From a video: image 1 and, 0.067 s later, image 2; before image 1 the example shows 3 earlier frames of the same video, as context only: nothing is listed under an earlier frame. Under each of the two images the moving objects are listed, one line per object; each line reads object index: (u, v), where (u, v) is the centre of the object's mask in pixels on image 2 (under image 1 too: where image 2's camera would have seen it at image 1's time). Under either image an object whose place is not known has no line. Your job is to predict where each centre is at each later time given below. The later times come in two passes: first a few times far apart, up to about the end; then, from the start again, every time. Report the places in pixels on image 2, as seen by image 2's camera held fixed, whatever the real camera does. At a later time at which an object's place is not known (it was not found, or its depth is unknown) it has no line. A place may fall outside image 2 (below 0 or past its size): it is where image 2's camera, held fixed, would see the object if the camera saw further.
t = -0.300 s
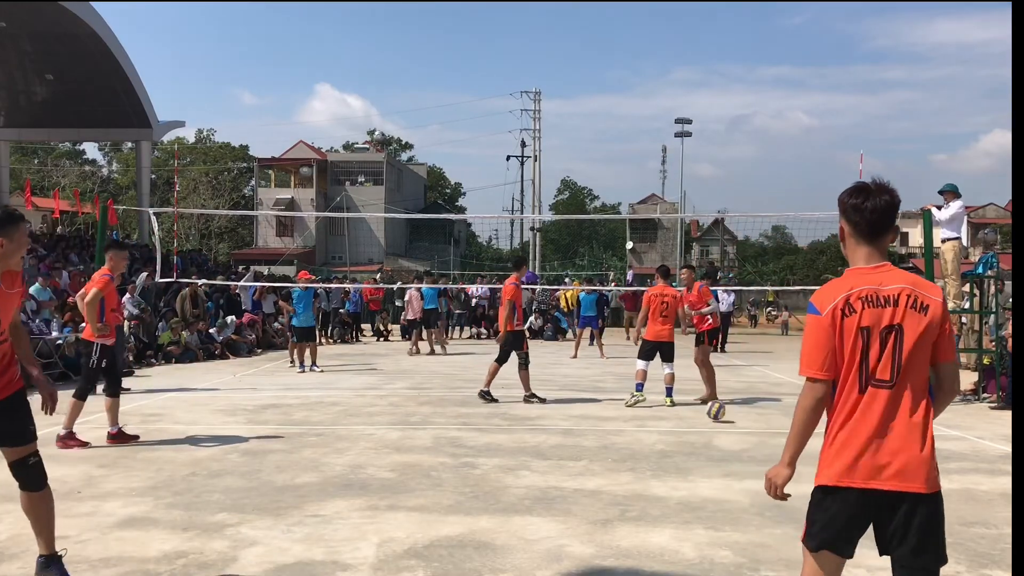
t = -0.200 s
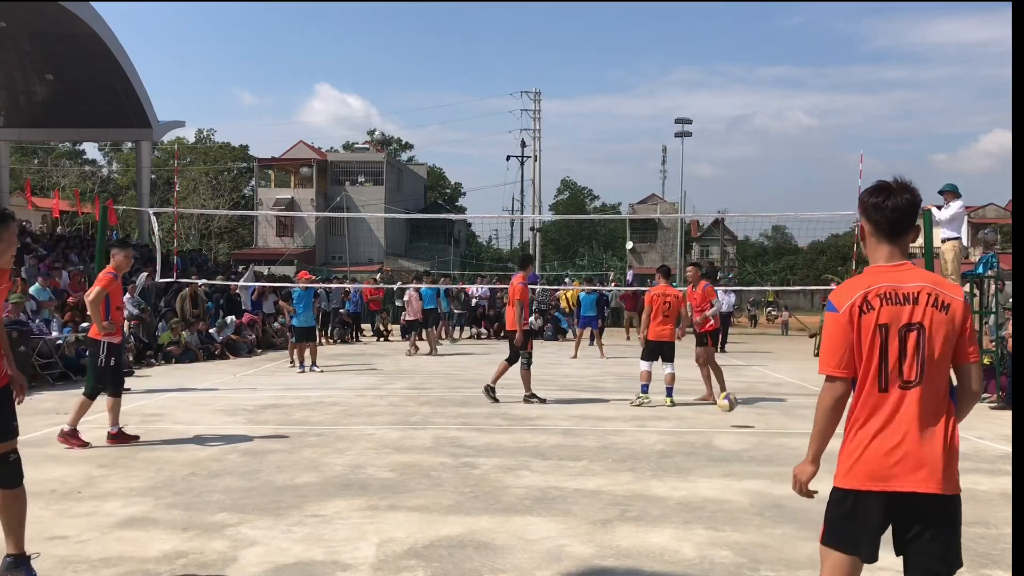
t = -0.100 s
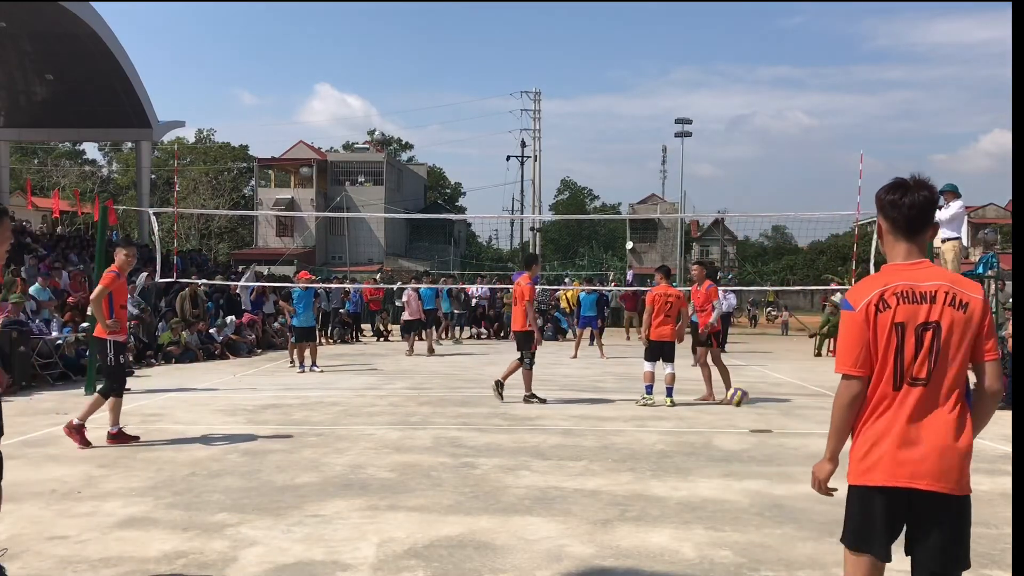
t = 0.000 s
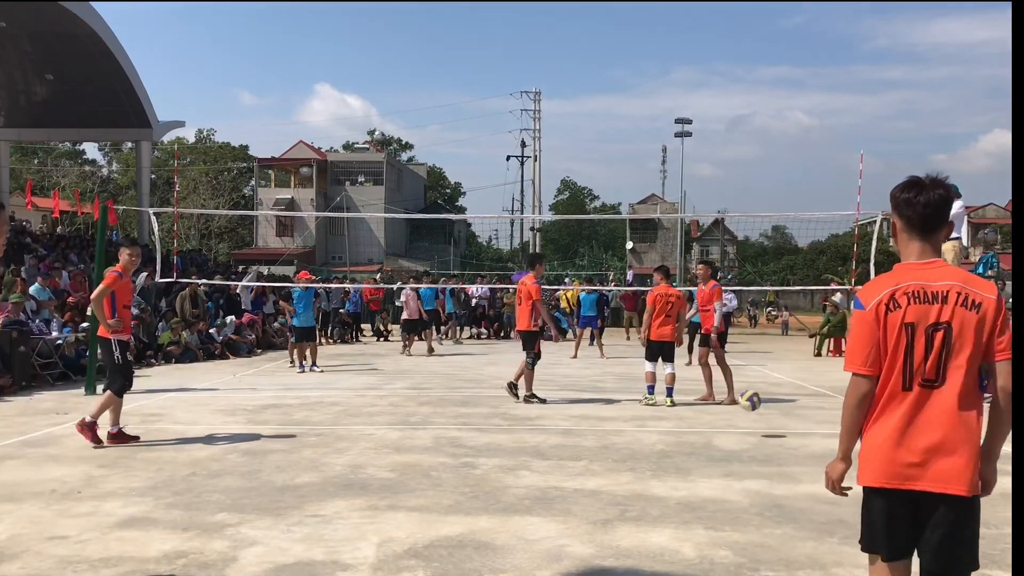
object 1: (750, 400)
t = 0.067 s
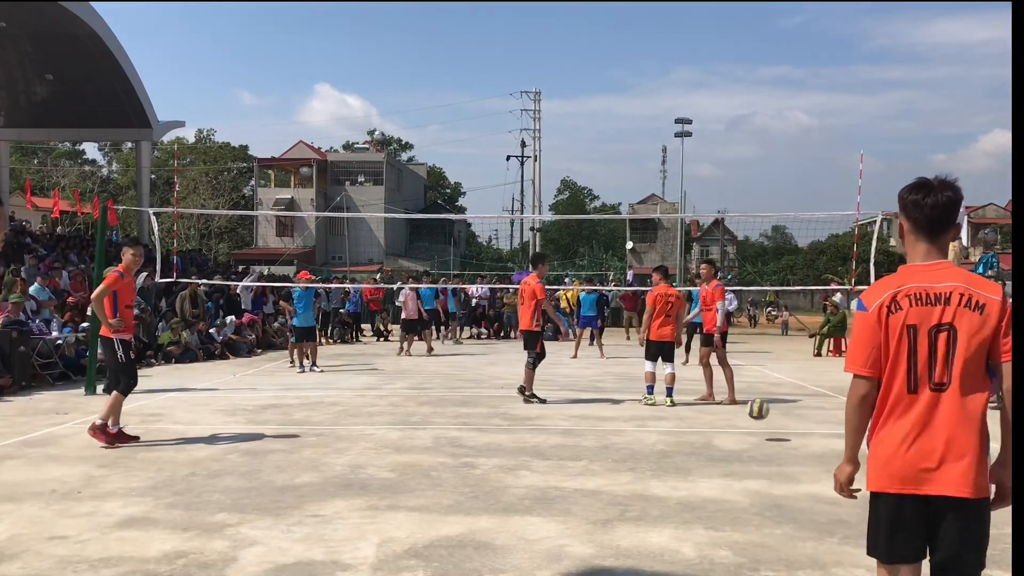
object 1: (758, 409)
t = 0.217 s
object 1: (778, 433)
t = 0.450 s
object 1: (812, 432)
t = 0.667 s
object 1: (849, 454)
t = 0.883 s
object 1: (891, 470)
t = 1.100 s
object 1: (942, 489)
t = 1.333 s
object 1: (1001, 521)
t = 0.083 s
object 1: (760, 413)
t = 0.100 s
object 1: (763, 416)
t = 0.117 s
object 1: (765, 420)
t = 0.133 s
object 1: (767, 424)
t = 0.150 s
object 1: (769, 428)
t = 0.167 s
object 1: (771, 433)
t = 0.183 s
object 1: (774, 437)
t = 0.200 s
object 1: (776, 436)
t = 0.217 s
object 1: (778, 433)
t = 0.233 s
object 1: (780, 432)
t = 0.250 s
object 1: (783, 429)
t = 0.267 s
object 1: (785, 428)
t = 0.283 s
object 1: (787, 427)
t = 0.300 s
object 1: (790, 426)
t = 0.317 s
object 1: (792, 425)
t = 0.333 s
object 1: (794, 425)
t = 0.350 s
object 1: (797, 424)
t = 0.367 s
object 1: (800, 425)
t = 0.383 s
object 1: (802, 426)
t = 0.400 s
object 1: (805, 427)
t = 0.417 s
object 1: (808, 428)
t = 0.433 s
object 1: (810, 430)
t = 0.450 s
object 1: (812, 432)
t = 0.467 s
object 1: (815, 435)
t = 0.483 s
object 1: (818, 438)
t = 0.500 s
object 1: (820, 440)
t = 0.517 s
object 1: (823, 444)
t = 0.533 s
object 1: (825, 448)
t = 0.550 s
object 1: (828, 452)
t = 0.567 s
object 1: (831, 457)
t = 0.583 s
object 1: (837, 462)
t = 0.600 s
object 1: (839, 462)
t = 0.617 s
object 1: (842, 460)
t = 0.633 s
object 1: (843, 457)
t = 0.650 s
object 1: (846, 455)
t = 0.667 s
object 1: (849, 454)
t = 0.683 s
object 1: (852, 454)
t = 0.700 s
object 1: (855, 453)
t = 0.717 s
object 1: (858, 452)
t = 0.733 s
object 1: (864, 453)
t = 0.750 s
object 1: (864, 452)
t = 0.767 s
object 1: (872, 453)
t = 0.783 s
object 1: (873, 453)
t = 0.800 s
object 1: (878, 454)
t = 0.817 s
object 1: (880, 457)
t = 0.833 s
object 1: (881, 460)
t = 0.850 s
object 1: (883, 462)
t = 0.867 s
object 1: (887, 466)
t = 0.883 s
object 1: (891, 470)
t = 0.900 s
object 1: (894, 474)
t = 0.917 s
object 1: (897, 478)
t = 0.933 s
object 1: (901, 484)
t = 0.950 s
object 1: (904, 489)
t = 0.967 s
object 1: (908, 492)
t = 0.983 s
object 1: (912, 490)
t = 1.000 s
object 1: (917, 488)
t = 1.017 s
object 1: (924, 487)
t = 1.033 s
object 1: (928, 486)
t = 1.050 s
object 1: (929, 486)
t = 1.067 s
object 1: (933, 486)
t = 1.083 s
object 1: (938, 487)
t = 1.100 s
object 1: (942, 489)
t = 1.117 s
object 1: (946, 491)
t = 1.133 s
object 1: (951, 492)
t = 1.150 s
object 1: (956, 495)
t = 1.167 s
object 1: (961, 499)
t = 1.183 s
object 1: (961, 501)
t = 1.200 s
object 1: (965, 505)
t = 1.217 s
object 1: (970, 509)
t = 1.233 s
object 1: (982, 513)
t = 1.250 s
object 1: (984, 520)
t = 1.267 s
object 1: (988, 524)
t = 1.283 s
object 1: (992, 522)
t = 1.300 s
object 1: (996, 521)
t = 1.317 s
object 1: (998, 521)
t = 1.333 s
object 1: (1001, 521)
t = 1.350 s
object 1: (1003, 520)
